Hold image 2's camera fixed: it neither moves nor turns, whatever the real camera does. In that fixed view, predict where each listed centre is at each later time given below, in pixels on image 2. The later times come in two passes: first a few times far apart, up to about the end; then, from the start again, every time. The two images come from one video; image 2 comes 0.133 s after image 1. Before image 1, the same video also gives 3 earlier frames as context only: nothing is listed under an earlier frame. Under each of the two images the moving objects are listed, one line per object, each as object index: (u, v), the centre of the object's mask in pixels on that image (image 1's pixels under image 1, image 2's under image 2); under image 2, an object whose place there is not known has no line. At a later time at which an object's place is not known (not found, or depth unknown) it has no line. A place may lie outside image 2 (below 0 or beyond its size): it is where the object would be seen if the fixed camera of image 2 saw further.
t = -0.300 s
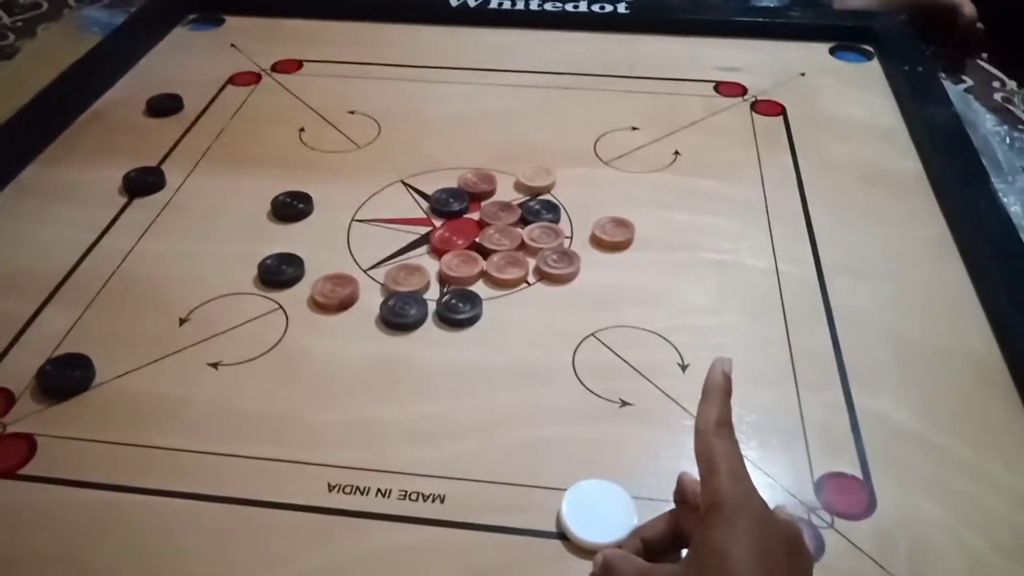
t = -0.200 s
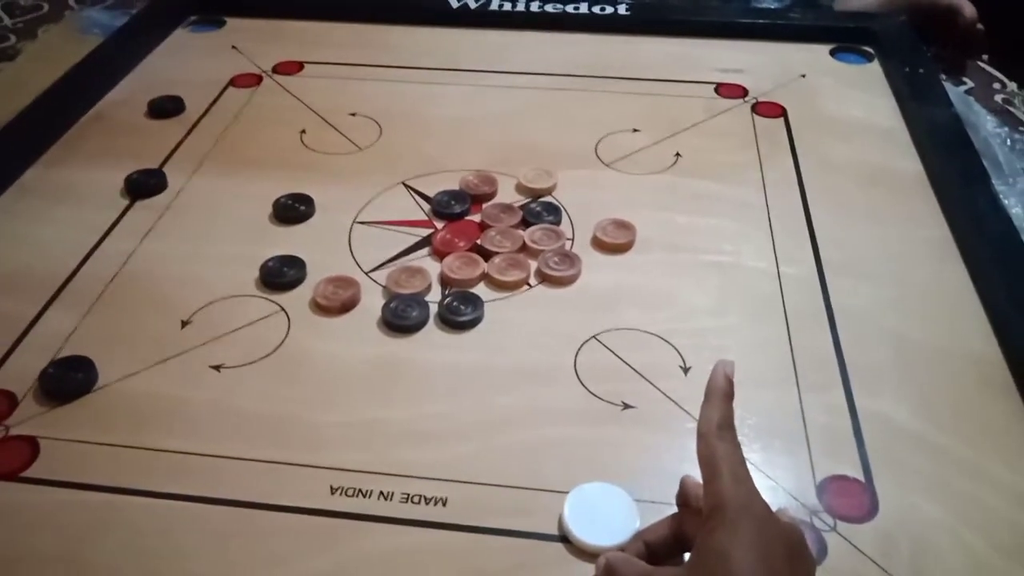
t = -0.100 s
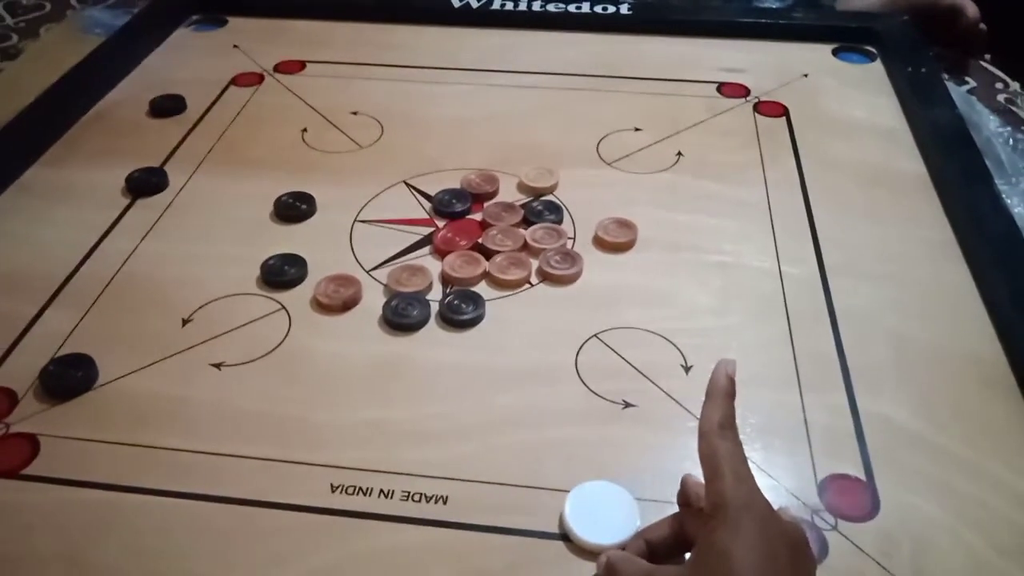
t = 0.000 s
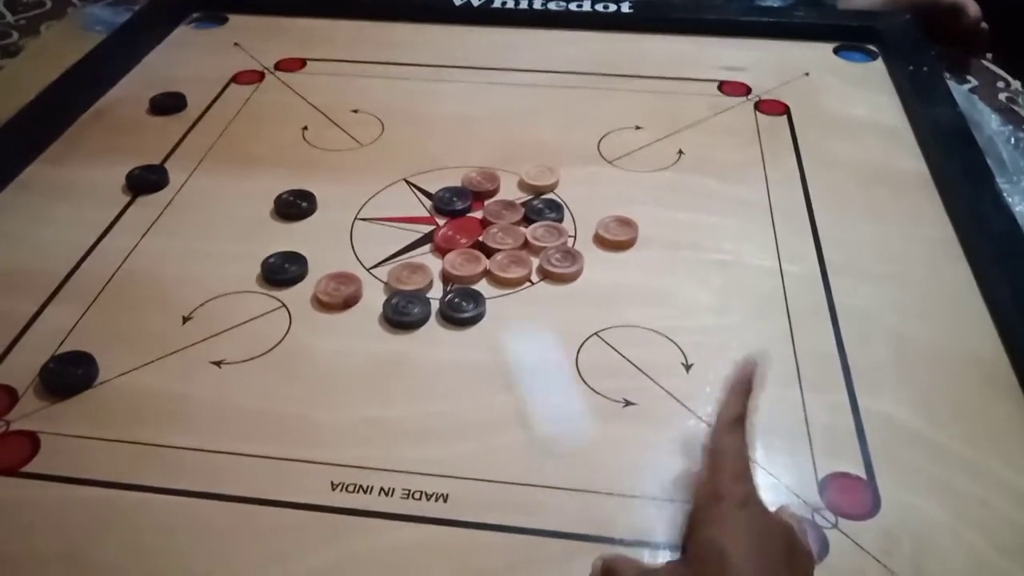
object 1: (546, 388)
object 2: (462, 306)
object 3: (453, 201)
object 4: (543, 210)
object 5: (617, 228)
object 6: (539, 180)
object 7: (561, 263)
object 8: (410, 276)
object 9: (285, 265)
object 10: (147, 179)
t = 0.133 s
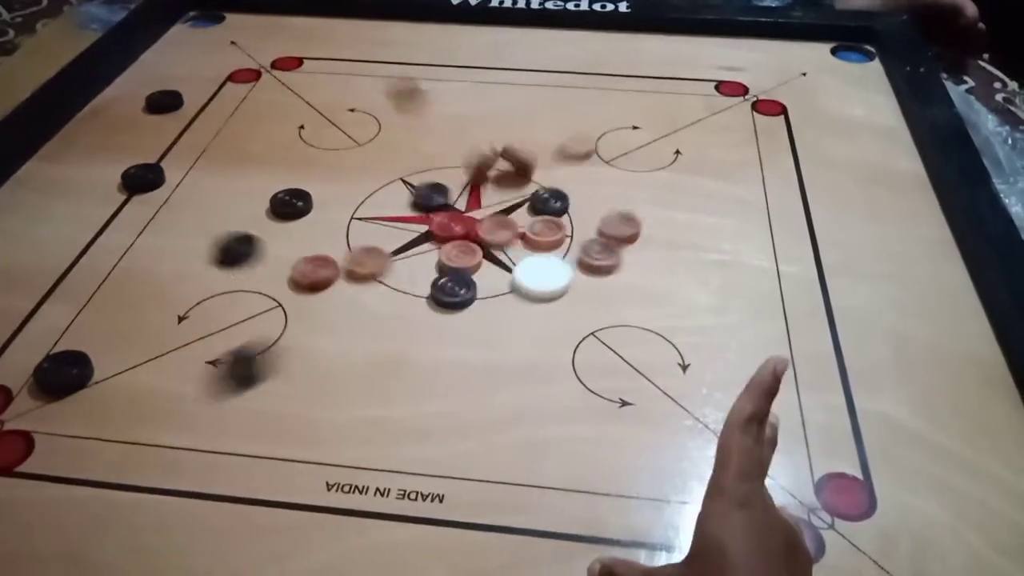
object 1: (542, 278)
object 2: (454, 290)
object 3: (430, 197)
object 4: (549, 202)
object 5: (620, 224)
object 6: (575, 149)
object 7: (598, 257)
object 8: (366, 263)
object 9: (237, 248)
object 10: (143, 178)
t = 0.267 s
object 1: (563, 261)
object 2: (461, 288)
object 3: (406, 193)
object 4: (558, 194)
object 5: (648, 202)
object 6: (614, 118)
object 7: (630, 264)
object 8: (338, 240)
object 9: (164, 221)
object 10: (143, 178)
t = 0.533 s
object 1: (589, 239)
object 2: (460, 288)
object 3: (390, 195)
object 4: (557, 190)
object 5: (677, 183)
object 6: (621, 112)
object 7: (658, 279)
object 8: (316, 221)
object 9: (60, 182)
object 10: (143, 178)
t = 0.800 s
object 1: (596, 226)
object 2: (454, 288)
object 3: (391, 195)
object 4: (549, 194)
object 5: (679, 182)
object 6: (622, 111)
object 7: (662, 283)
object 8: (316, 220)
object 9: (43, 171)
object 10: (143, 178)
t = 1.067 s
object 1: (590, 223)
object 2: (454, 288)
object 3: (391, 195)
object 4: (536, 201)
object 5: (679, 182)
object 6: (622, 111)
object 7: (661, 283)
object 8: (317, 220)
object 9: (32, 179)
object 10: (163, 184)
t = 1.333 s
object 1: (579, 221)
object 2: (454, 288)
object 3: (391, 196)
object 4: (522, 204)
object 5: (678, 183)
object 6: (622, 112)
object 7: (660, 283)
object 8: (316, 220)
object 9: (42, 183)
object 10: (167, 186)
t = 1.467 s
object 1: (576, 220)
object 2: (453, 288)
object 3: (390, 196)
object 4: (520, 204)
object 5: (678, 183)
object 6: (622, 112)
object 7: (659, 283)
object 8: (317, 220)
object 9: (44, 182)
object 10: (167, 186)
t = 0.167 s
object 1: (547, 274)
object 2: (456, 289)
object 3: (422, 196)
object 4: (552, 199)
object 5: (628, 217)
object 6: (588, 140)
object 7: (608, 258)
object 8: (356, 257)
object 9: (217, 241)
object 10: (143, 178)
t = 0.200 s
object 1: (553, 269)
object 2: (458, 289)
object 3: (415, 195)
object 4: (554, 197)
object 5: (635, 211)
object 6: (598, 131)
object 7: (616, 260)
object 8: (349, 252)
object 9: (199, 234)
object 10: (143, 178)
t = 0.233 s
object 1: (558, 265)
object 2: (459, 288)
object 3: (410, 194)
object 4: (556, 196)
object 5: (642, 207)
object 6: (607, 124)
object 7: (624, 262)
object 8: (343, 246)
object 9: (182, 227)
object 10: (143, 178)
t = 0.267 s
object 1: (563, 261)
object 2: (461, 288)
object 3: (406, 193)
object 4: (558, 194)
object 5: (648, 202)
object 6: (614, 118)
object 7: (630, 264)
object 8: (338, 240)
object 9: (164, 221)
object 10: (143, 178)
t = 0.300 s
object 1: (568, 258)
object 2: (463, 289)
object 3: (402, 192)
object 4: (559, 192)
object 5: (654, 198)
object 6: (620, 114)
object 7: (636, 266)
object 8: (332, 235)
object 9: (150, 214)
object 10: (143, 178)
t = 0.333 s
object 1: (572, 255)
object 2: (464, 288)
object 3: (398, 192)
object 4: (559, 191)
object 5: (658, 194)
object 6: (621, 113)
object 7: (640, 267)
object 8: (327, 231)
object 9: (134, 208)
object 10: (143, 178)
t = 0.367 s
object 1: (576, 252)
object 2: (464, 288)
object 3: (396, 193)
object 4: (559, 190)
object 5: (662, 192)
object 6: (622, 112)
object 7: (645, 270)
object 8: (323, 227)
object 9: (119, 204)
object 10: (144, 178)
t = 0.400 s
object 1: (579, 249)
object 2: (464, 288)
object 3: (394, 193)
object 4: (559, 190)
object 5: (666, 190)
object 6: (622, 112)
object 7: (649, 272)
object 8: (318, 224)
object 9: (107, 199)
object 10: (144, 178)
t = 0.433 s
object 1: (583, 246)
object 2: (463, 288)
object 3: (392, 194)
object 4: (558, 189)
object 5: (670, 188)
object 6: (622, 112)
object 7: (652, 273)
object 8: (316, 222)
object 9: (93, 194)
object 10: (143, 178)
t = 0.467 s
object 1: (585, 243)
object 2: (461, 287)
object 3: (391, 194)
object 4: (558, 190)
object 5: (673, 186)
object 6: (622, 112)
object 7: (654, 275)
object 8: (316, 221)
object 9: (80, 189)
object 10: (143, 178)
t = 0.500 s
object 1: (588, 241)
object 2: (462, 288)
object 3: (391, 194)
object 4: (557, 190)
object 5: (675, 184)
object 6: (622, 112)
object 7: (656, 277)
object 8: (316, 220)
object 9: (69, 186)
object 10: (143, 178)
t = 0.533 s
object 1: (589, 239)
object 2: (460, 288)
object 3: (390, 195)
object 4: (557, 190)
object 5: (677, 183)
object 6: (621, 112)
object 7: (658, 279)
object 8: (316, 221)
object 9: (60, 182)
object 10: (143, 178)
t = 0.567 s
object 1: (591, 237)
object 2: (459, 288)
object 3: (391, 195)
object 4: (556, 190)
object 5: (678, 183)
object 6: (622, 112)
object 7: (660, 280)
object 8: (316, 220)
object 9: (50, 179)
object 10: (143, 178)
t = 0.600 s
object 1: (593, 235)
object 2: (458, 288)
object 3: (391, 195)
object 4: (555, 190)
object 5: (679, 182)
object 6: (622, 112)
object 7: (661, 281)
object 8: (316, 220)
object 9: (41, 176)
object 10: (143, 178)
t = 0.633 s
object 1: (594, 233)
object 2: (457, 289)
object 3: (391, 195)
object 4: (554, 191)
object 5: (679, 182)
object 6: (622, 112)
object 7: (662, 282)
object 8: (316, 220)
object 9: (34, 174)
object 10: (143, 178)
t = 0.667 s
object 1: (594, 232)
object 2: (456, 288)
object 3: (390, 195)
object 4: (553, 191)
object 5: (678, 182)
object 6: (622, 112)
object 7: (663, 283)
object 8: (316, 220)
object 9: (35, 172)
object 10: (143, 178)
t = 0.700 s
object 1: (595, 230)
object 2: (455, 289)
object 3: (391, 195)
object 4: (552, 192)
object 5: (679, 182)
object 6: (622, 112)
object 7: (663, 283)
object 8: (317, 220)
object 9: (41, 171)
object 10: (143, 178)
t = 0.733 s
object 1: (595, 229)
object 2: (454, 288)
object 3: (391, 195)
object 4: (551, 193)
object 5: (679, 182)
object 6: (622, 112)
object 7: (662, 283)
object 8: (316, 220)
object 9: (46, 169)
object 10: (143, 178)
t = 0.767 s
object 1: (596, 227)
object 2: (454, 288)
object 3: (391, 195)
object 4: (550, 193)
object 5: (679, 183)
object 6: (622, 112)
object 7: (662, 283)
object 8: (316, 221)
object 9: (49, 169)
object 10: (143, 178)
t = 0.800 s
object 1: (596, 226)
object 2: (454, 288)
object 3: (391, 195)
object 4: (549, 194)
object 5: (679, 182)
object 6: (622, 111)
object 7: (662, 283)
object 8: (316, 220)
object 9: (43, 171)
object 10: (143, 178)
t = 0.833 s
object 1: (596, 225)
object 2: (454, 288)
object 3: (391, 195)
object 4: (548, 194)
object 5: (679, 182)
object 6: (622, 111)
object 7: (662, 282)
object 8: (316, 220)
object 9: (37, 172)
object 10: (143, 178)
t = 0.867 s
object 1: (595, 224)
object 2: (454, 288)
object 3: (391, 195)
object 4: (546, 196)
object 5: (679, 182)
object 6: (622, 111)
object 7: (662, 282)
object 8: (316, 221)
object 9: (32, 174)
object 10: (145, 179)
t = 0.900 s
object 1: (595, 224)
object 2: (454, 288)
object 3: (391, 195)
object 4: (544, 197)
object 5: (679, 182)
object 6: (622, 111)
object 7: (662, 282)
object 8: (317, 220)
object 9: (28, 174)
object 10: (150, 179)
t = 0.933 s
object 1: (594, 223)
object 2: (454, 288)
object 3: (391, 196)
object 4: (542, 198)
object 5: (678, 182)
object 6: (622, 111)
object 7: (662, 282)
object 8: (317, 220)
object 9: (27, 176)
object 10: (153, 181)
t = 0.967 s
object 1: (593, 223)
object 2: (454, 288)
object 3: (391, 195)
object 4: (541, 198)
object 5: (679, 182)
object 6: (622, 111)
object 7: (662, 282)
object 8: (316, 220)
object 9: (27, 177)
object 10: (156, 182)
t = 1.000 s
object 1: (592, 223)
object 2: (454, 288)
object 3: (391, 195)
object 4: (539, 199)
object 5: (679, 182)
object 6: (622, 111)
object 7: (661, 282)
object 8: (317, 220)
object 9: (28, 178)
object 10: (159, 182)
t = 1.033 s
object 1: (591, 223)
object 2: (454, 288)
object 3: (391, 195)
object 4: (538, 200)
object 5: (679, 182)
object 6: (622, 111)
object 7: (661, 282)
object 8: (317, 220)
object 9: (31, 179)
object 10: (161, 183)
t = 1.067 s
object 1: (590, 223)
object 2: (454, 288)
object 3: (391, 195)
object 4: (536, 201)
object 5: (679, 182)
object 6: (622, 111)
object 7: (661, 283)
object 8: (317, 220)
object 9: (32, 179)
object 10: (163, 184)
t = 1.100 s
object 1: (588, 223)
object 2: (454, 288)
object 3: (390, 196)
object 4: (534, 201)
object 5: (678, 182)
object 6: (622, 111)
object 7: (661, 283)
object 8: (317, 220)
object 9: (34, 180)
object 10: (164, 184)
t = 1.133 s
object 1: (585, 224)
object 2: (454, 288)
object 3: (391, 195)
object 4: (532, 202)
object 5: (678, 182)
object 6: (622, 111)
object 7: (660, 283)
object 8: (316, 220)
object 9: (35, 180)
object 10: (165, 185)
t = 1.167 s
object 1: (584, 224)
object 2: (454, 288)
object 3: (391, 196)
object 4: (530, 202)
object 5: (678, 182)
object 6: (622, 111)
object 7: (660, 283)
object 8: (317, 220)
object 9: (35, 181)
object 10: (166, 185)
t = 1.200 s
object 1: (583, 223)
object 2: (454, 288)
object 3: (390, 196)
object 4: (529, 202)
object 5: (678, 182)
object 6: (622, 112)
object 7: (660, 283)
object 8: (317, 220)
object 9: (36, 181)
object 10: (167, 185)
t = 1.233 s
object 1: (582, 222)
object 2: (454, 288)
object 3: (390, 196)
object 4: (527, 203)
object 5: (678, 182)
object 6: (621, 111)
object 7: (660, 283)
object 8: (317, 221)
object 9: (38, 182)
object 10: (167, 186)
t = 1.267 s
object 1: (581, 222)
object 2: (454, 288)
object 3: (390, 196)
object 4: (525, 203)
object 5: (678, 182)
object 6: (622, 111)
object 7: (660, 283)
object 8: (316, 220)
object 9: (39, 182)
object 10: (167, 186)
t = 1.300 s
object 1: (580, 221)
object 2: (454, 288)
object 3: (391, 196)
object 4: (524, 204)
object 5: (678, 182)
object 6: (622, 111)
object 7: (660, 283)
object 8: (316, 220)
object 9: (40, 183)
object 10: (167, 186)
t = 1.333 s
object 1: (579, 221)
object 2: (454, 288)
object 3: (391, 196)
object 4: (522, 204)
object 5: (678, 183)
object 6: (622, 112)
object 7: (660, 283)
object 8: (316, 220)
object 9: (42, 183)
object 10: (167, 186)
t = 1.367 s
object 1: (578, 221)
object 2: (454, 288)
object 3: (391, 196)
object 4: (521, 204)
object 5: (678, 182)
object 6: (622, 112)
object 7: (660, 283)
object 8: (316, 220)
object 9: (43, 183)
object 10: (167, 186)
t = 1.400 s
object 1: (577, 221)
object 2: (454, 288)
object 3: (390, 196)
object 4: (520, 205)
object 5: (678, 183)
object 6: (622, 112)
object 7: (659, 283)
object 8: (316, 221)
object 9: (44, 183)
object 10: (167, 186)
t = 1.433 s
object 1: (576, 221)
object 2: (453, 288)
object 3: (390, 196)
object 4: (520, 204)
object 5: (678, 182)
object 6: (622, 112)
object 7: (659, 283)
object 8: (316, 221)
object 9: (44, 182)
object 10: (167, 186)
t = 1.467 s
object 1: (576, 220)
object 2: (453, 288)
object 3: (390, 196)
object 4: (520, 204)
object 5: (678, 183)
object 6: (622, 112)
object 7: (659, 283)
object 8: (317, 220)
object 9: (44, 182)
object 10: (167, 186)
